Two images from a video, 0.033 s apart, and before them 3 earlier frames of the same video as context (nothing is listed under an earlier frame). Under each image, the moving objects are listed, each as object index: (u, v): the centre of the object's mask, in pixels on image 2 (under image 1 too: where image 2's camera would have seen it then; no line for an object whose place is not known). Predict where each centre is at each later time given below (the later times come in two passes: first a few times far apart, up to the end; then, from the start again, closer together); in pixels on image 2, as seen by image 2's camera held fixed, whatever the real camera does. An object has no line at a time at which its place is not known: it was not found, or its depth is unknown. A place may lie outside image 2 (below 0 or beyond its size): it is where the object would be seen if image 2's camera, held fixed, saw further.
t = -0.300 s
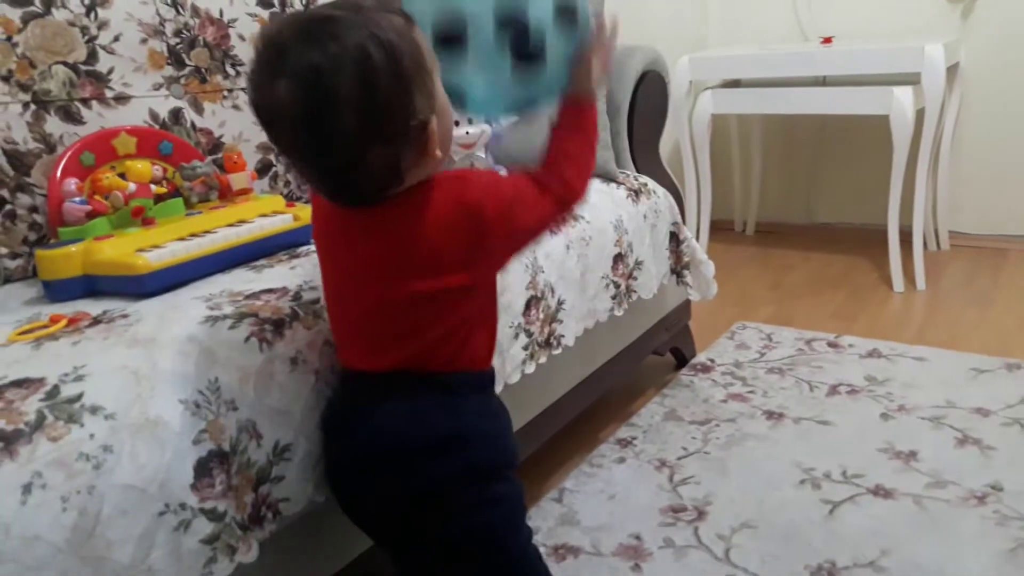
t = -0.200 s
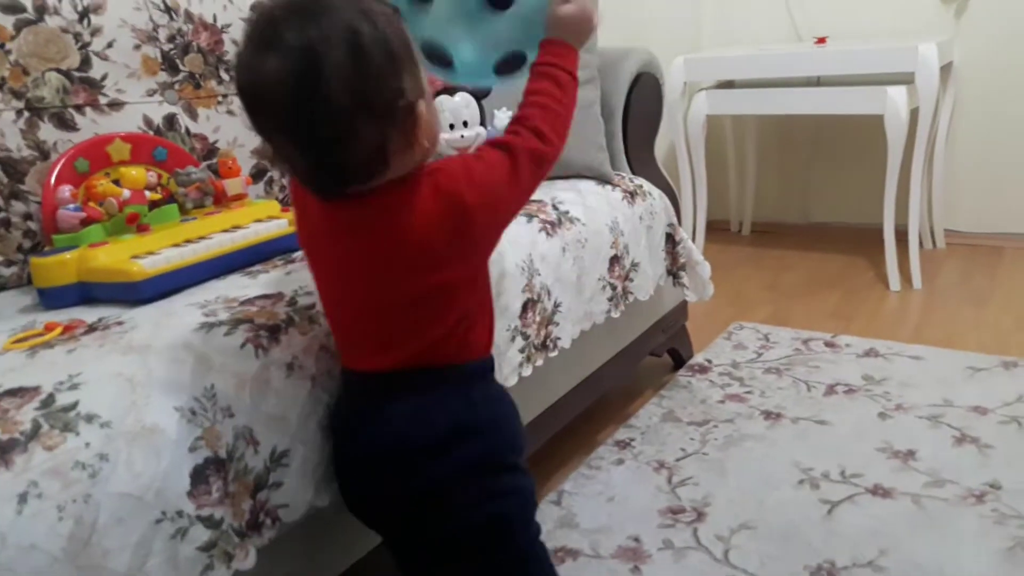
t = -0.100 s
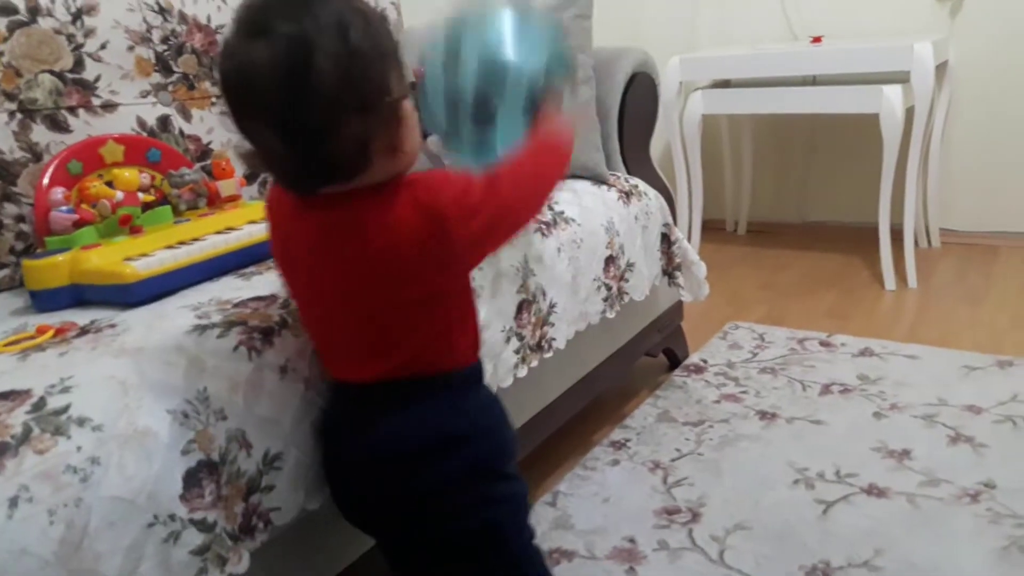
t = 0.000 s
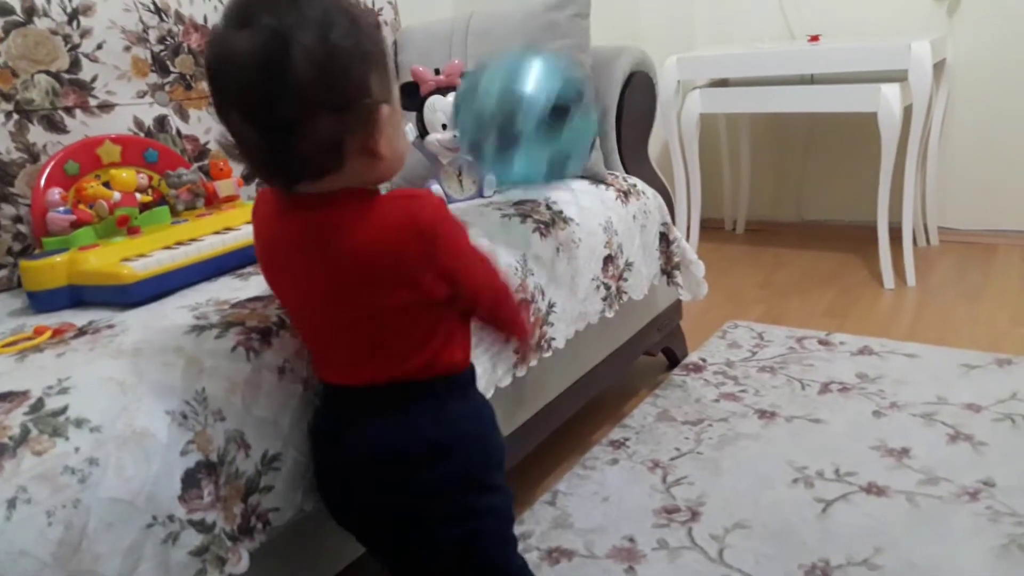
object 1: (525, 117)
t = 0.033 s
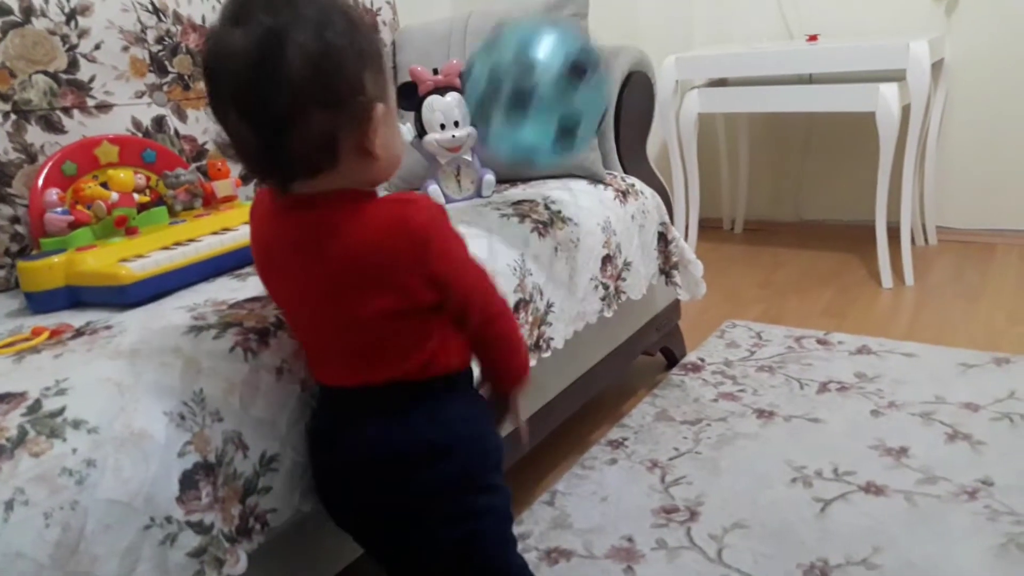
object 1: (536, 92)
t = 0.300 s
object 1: (643, 121)
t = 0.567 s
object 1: (731, 318)
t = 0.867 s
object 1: (789, 191)
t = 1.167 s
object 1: (846, 271)
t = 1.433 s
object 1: (887, 265)
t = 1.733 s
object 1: (926, 257)
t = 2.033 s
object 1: (971, 249)
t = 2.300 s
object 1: (1014, 239)
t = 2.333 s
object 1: (1019, 247)
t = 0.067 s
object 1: (547, 70)
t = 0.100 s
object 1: (560, 59)
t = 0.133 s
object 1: (573, 55)
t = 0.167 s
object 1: (587, 55)
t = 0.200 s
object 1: (601, 60)
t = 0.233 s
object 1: (614, 70)
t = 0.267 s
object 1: (629, 94)
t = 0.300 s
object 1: (643, 121)
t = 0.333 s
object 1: (658, 158)
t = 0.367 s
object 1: (671, 200)
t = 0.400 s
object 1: (683, 249)
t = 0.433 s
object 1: (693, 295)
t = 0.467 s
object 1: (706, 349)
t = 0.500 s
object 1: (716, 400)
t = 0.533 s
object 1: (724, 360)
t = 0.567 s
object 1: (731, 318)
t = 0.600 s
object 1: (737, 281)
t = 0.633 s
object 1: (743, 251)
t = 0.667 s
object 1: (750, 226)
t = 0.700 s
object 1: (756, 207)
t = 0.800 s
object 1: (775, 180)
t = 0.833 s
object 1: (782, 182)
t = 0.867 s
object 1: (789, 191)
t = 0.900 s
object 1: (797, 200)
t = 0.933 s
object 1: (804, 219)
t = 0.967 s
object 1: (809, 243)
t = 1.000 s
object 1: (816, 269)
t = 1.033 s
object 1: (821, 302)
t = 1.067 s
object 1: (827, 342)
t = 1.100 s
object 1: (833, 324)
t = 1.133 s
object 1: (839, 293)
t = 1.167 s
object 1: (846, 271)
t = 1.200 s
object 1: (851, 255)
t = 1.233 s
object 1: (857, 242)
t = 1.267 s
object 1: (863, 234)
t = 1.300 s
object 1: (868, 230)
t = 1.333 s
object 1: (873, 232)
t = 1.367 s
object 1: (878, 238)
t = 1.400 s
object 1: (883, 249)
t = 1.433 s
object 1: (887, 265)
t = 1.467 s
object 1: (892, 285)
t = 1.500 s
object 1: (897, 303)
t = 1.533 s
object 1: (902, 286)
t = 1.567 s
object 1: (906, 270)
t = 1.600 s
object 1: (911, 257)
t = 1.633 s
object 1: (915, 251)
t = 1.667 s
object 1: (919, 249)
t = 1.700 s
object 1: (923, 251)
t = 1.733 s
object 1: (926, 257)
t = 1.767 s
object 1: (929, 268)
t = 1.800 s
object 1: (931, 285)
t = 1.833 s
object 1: (935, 291)
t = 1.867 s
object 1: (943, 271)
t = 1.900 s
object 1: (949, 258)
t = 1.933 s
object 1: (955, 249)
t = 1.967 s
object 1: (961, 245)
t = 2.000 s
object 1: (966, 245)
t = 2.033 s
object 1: (971, 249)
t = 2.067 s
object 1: (975, 258)
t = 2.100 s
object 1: (980, 273)
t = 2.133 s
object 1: (984, 271)
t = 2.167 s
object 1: (992, 254)
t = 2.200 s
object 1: (998, 244)
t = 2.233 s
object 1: (1003, 238)
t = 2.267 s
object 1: (1009, 237)
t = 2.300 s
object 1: (1014, 239)
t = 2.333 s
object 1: (1019, 247)
